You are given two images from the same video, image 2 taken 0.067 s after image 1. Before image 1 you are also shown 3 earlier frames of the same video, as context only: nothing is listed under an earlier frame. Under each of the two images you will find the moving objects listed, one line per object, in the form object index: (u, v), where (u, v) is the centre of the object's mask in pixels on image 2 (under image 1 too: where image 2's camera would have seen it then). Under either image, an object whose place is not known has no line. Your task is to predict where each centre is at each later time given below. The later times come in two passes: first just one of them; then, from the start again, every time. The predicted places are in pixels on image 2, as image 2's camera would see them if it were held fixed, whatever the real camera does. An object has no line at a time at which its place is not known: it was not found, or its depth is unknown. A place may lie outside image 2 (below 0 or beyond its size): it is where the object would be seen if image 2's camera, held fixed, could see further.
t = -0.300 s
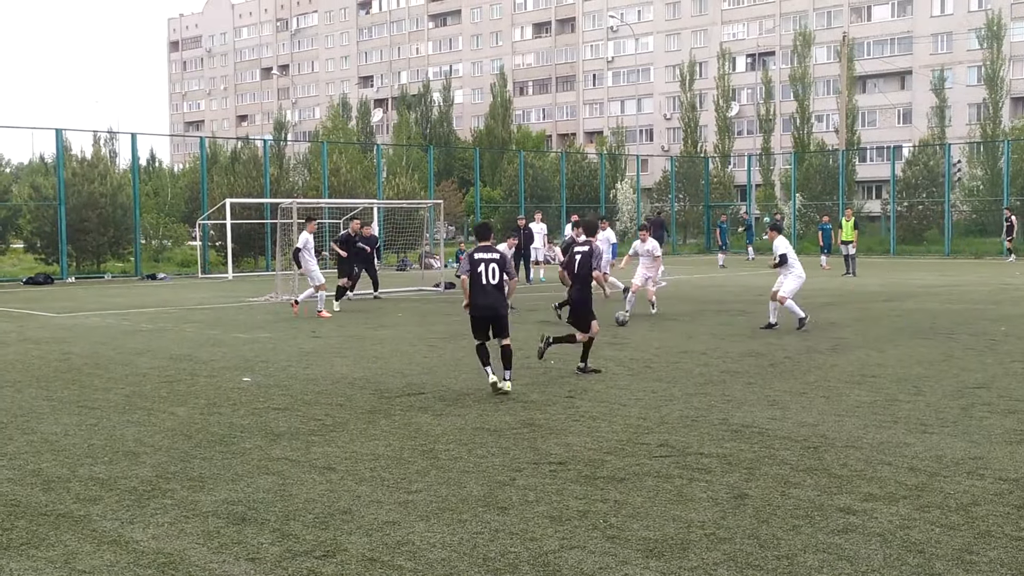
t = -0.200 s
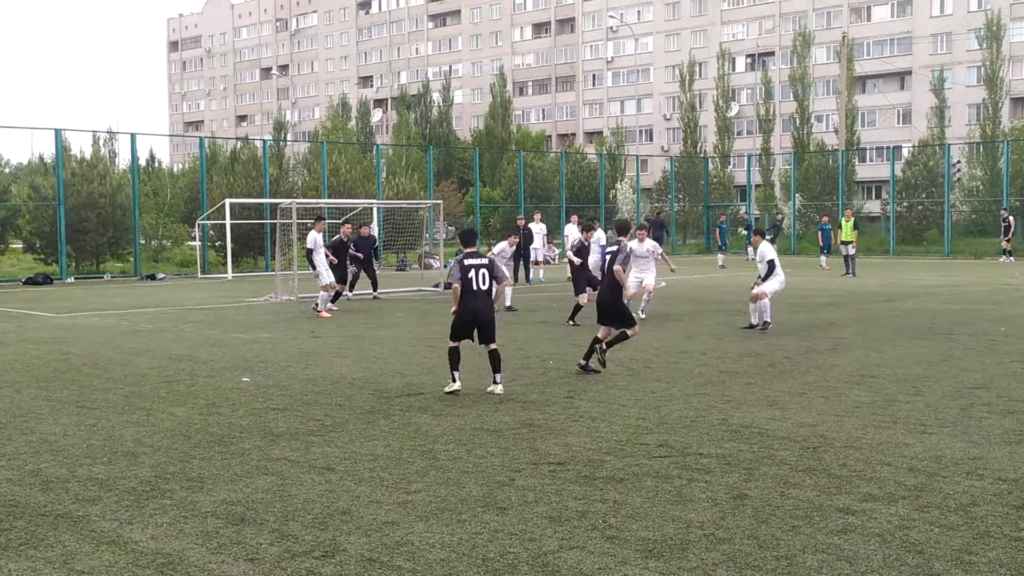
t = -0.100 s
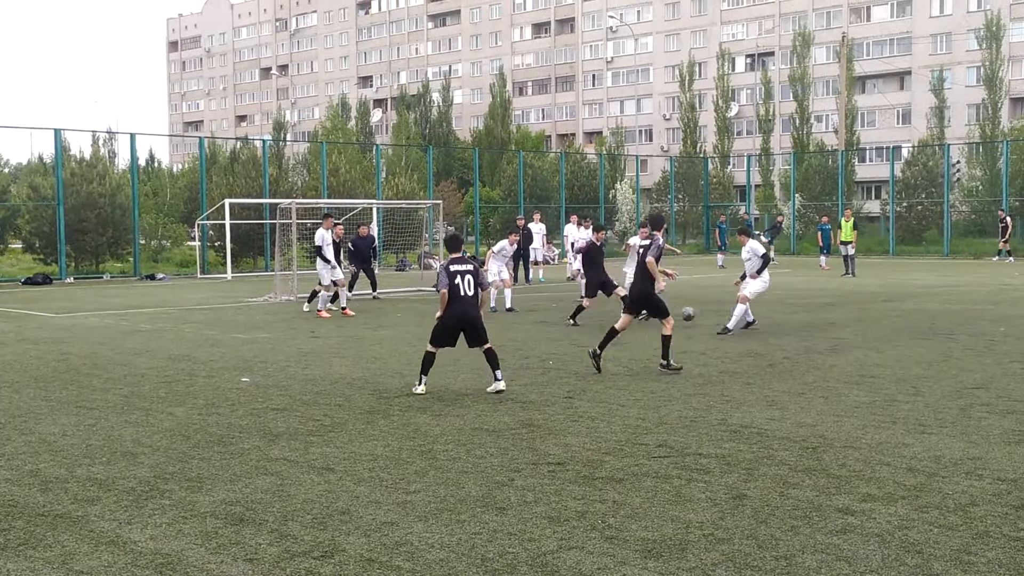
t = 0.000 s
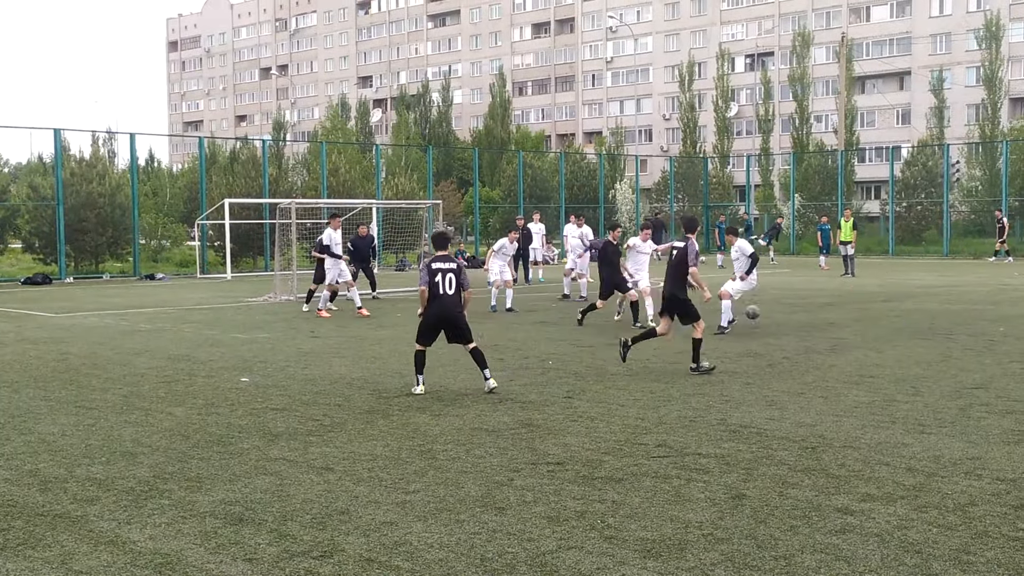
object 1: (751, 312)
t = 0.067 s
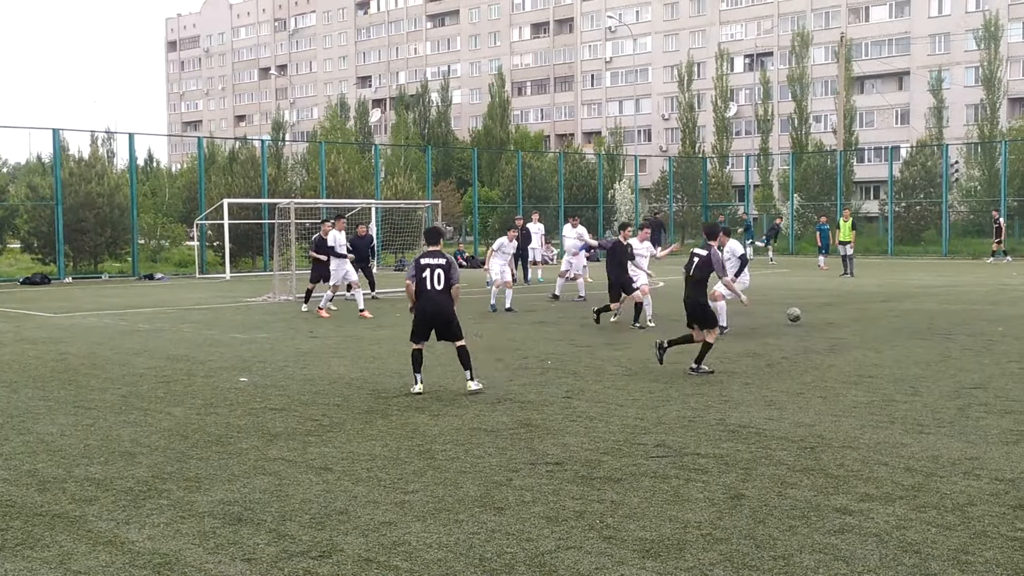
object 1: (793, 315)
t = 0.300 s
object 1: (911, 307)
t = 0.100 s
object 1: (814, 317)
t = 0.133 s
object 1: (832, 314)
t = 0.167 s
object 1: (849, 311)
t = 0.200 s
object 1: (864, 309)
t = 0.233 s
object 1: (880, 308)
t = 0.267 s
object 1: (896, 307)
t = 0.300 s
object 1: (911, 307)
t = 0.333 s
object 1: (926, 308)
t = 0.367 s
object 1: (941, 310)
